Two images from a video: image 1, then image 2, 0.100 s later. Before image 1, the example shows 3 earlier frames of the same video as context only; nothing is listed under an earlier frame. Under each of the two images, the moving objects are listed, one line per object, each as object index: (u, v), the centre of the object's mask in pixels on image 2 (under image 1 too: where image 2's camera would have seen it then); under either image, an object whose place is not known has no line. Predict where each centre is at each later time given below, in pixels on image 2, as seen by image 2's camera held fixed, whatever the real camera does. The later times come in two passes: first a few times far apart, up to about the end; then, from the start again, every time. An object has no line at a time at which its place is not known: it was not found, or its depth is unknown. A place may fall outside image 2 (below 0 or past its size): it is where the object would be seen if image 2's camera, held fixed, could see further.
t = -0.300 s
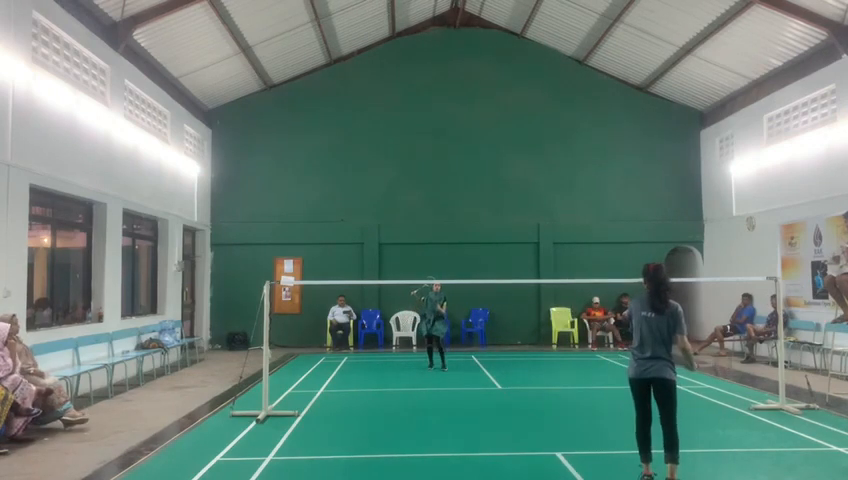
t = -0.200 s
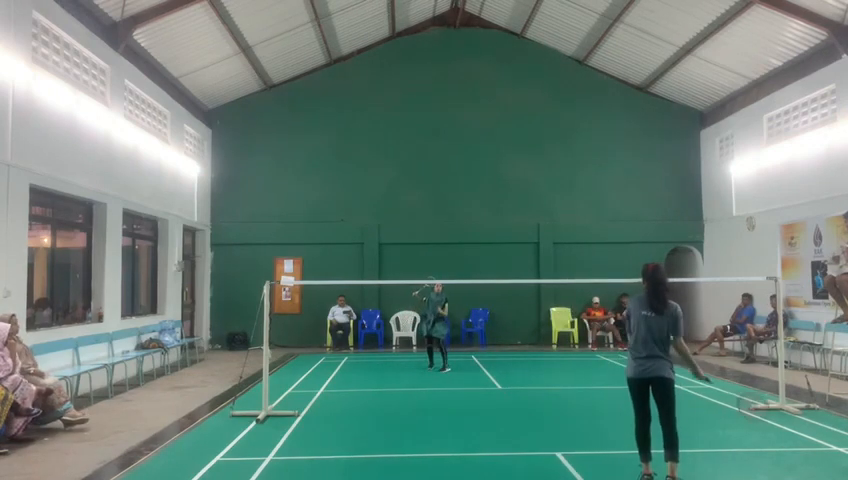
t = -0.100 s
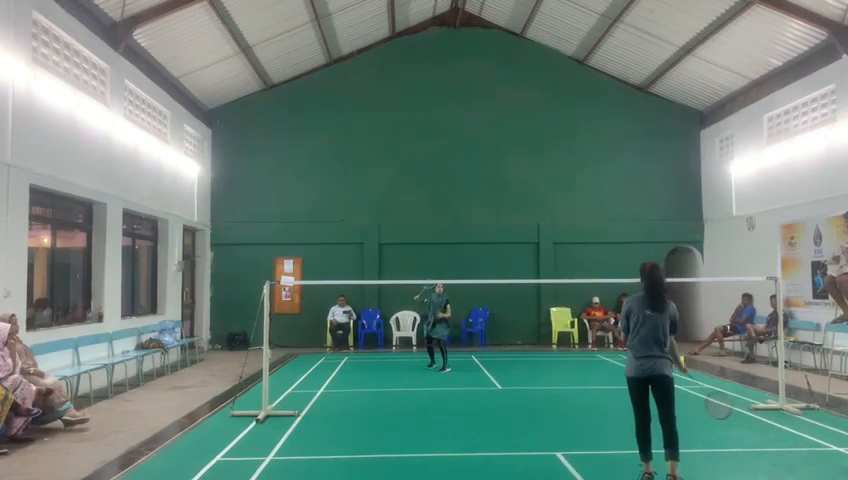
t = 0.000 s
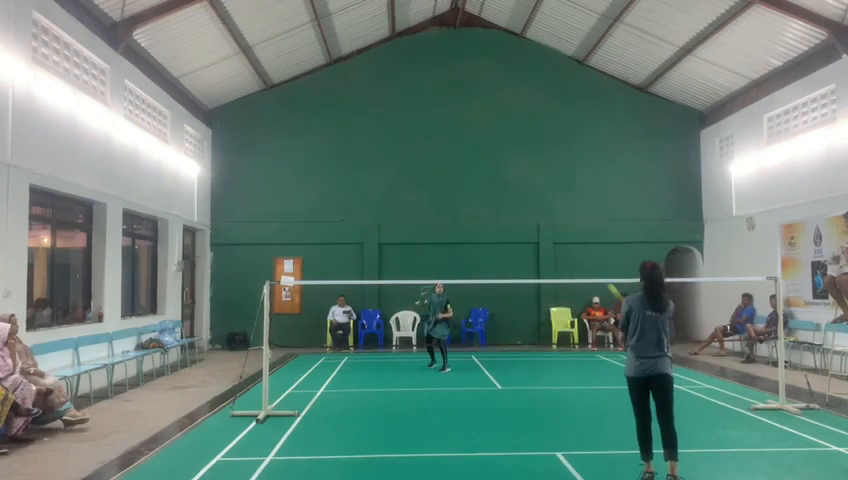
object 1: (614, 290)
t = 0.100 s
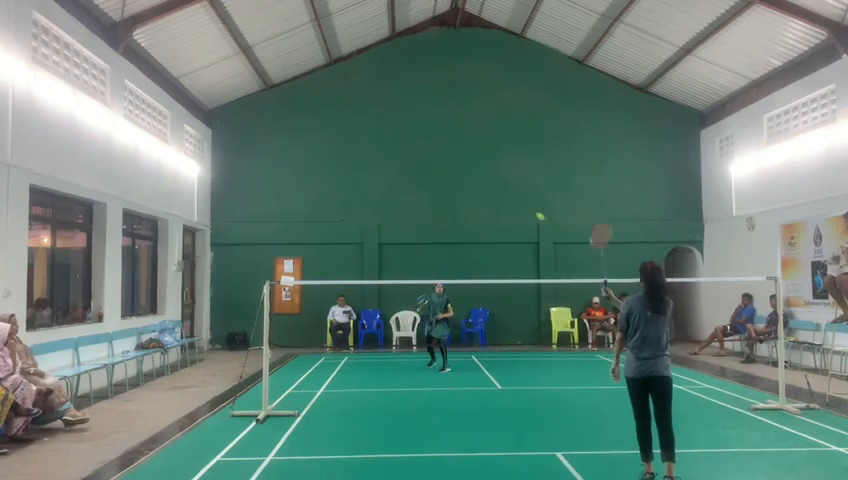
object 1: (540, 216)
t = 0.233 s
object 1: (495, 178)
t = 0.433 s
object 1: (462, 165)
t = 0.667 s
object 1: (440, 180)
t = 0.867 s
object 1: (429, 208)
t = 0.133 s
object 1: (526, 203)
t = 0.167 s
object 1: (514, 192)
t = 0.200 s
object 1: (504, 184)
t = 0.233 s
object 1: (495, 178)
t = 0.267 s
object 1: (487, 173)
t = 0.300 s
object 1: (481, 170)
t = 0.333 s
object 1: (474, 167)
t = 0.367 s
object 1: (470, 165)
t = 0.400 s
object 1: (466, 165)
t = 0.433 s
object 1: (462, 165)
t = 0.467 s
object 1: (458, 165)
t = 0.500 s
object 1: (454, 167)
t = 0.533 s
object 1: (451, 168)
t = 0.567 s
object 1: (448, 171)
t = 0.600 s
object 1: (445, 173)
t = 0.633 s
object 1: (443, 176)
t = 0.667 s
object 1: (440, 180)
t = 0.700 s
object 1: (438, 184)
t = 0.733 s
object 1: (436, 188)
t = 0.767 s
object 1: (434, 193)
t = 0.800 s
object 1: (432, 198)
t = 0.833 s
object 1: (431, 203)
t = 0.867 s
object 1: (429, 208)
